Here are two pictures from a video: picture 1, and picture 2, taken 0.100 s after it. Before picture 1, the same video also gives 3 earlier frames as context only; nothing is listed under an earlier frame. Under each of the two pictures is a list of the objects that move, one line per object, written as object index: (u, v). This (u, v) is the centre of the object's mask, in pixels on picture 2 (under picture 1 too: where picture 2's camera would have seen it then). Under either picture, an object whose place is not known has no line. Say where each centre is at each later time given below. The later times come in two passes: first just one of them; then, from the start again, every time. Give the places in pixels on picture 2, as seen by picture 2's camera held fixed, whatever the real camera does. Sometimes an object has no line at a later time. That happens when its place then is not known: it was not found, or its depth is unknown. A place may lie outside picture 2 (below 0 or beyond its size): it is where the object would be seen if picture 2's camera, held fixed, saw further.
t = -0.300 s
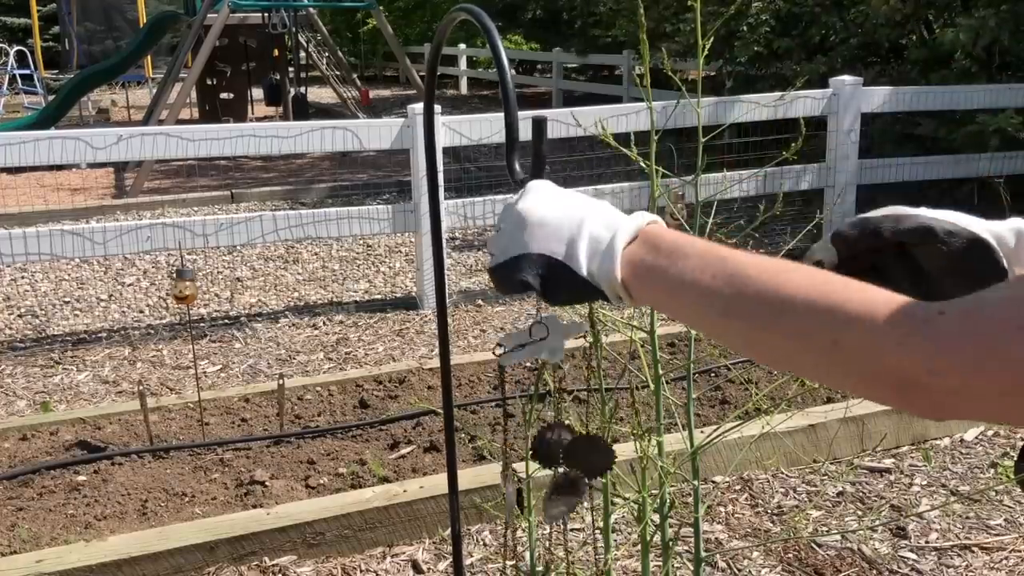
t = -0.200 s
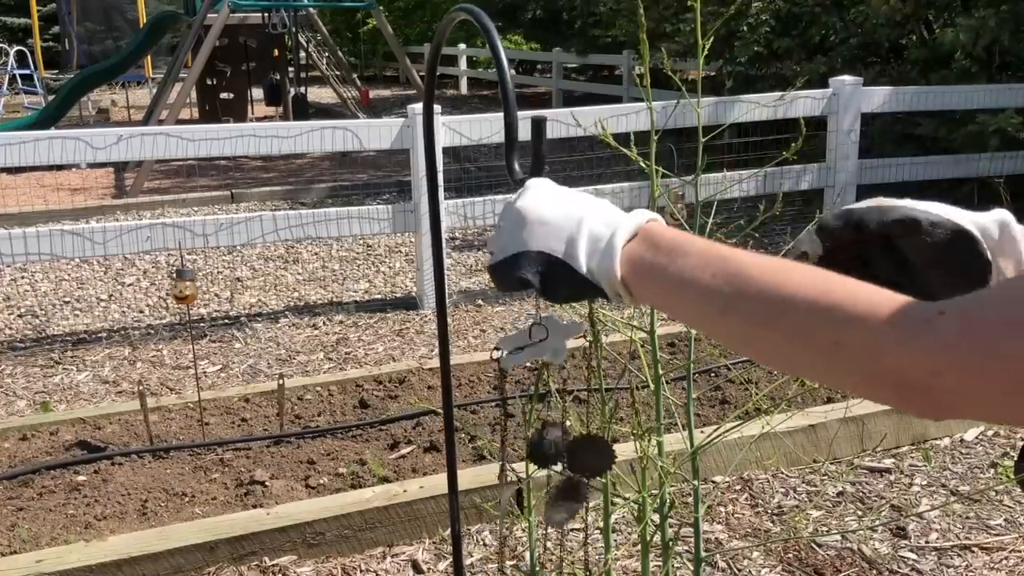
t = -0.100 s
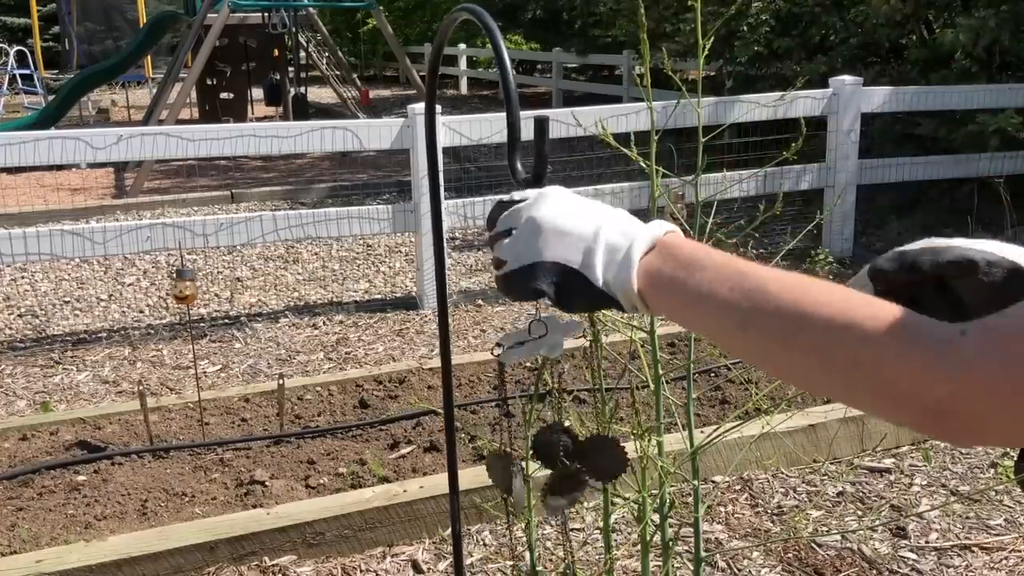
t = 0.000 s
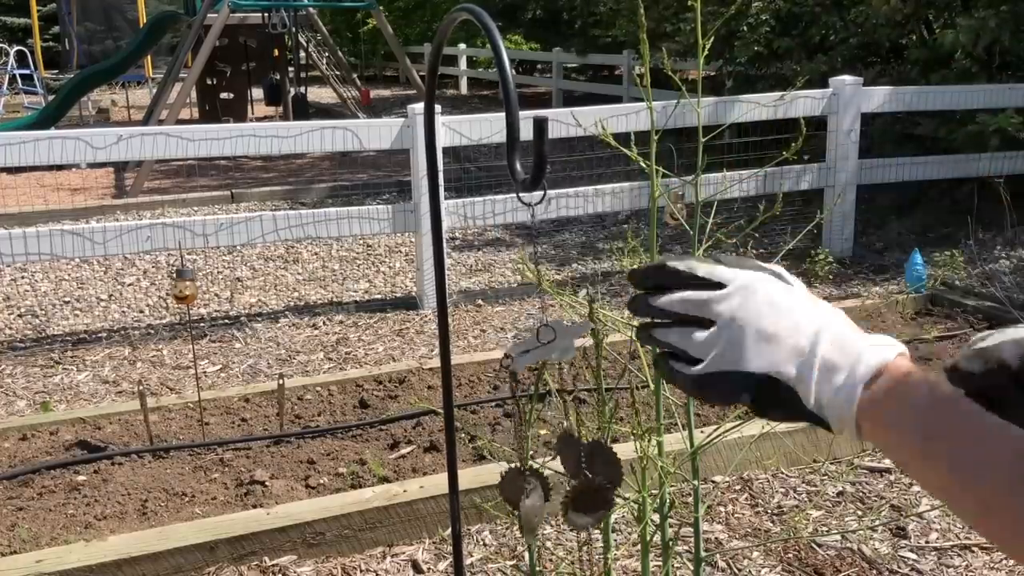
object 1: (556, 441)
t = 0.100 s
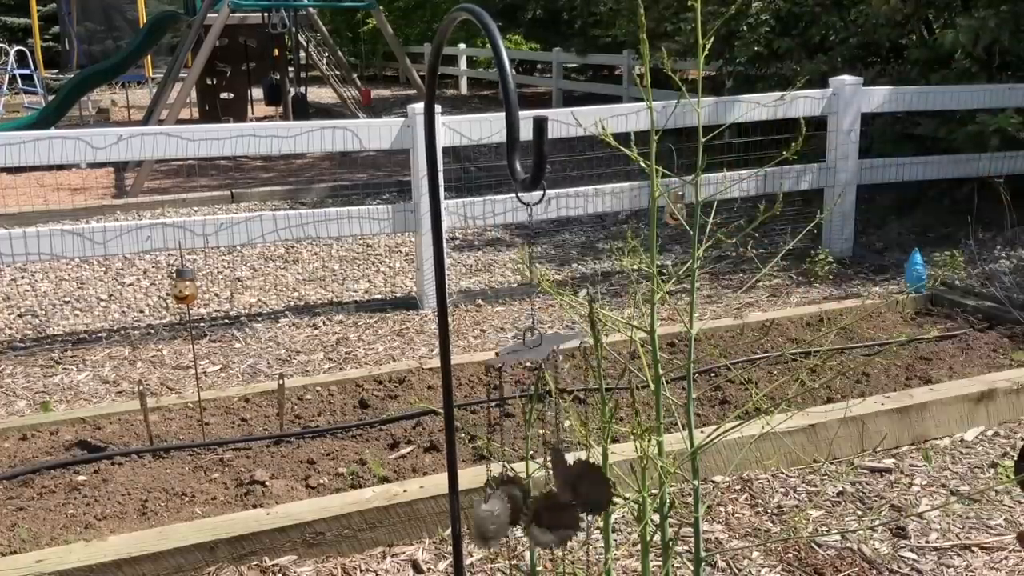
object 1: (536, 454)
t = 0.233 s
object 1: (526, 461)
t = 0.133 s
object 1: (527, 467)
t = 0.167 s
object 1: (527, 471)
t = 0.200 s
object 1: (526, 459)
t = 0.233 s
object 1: (526, 461)
